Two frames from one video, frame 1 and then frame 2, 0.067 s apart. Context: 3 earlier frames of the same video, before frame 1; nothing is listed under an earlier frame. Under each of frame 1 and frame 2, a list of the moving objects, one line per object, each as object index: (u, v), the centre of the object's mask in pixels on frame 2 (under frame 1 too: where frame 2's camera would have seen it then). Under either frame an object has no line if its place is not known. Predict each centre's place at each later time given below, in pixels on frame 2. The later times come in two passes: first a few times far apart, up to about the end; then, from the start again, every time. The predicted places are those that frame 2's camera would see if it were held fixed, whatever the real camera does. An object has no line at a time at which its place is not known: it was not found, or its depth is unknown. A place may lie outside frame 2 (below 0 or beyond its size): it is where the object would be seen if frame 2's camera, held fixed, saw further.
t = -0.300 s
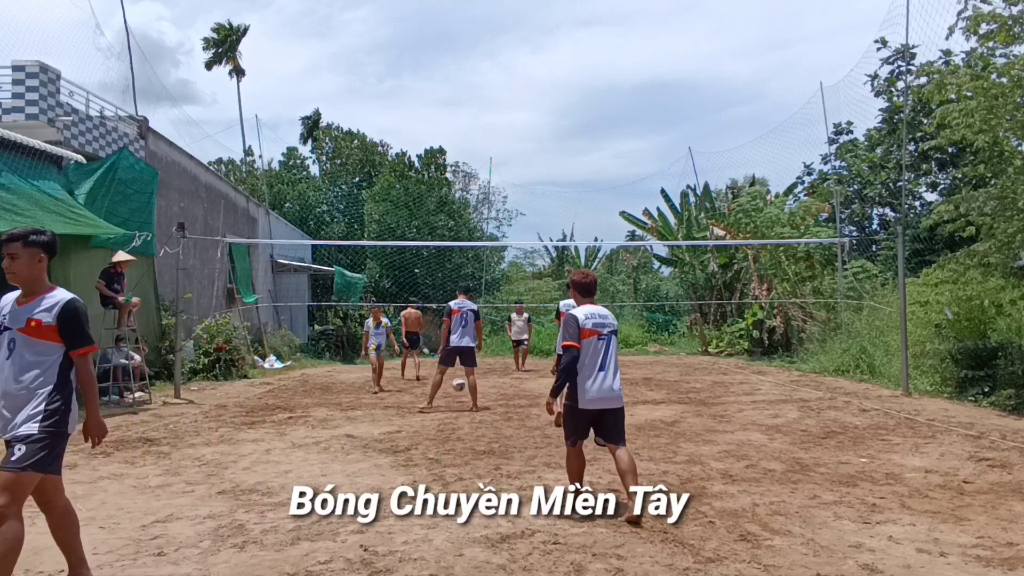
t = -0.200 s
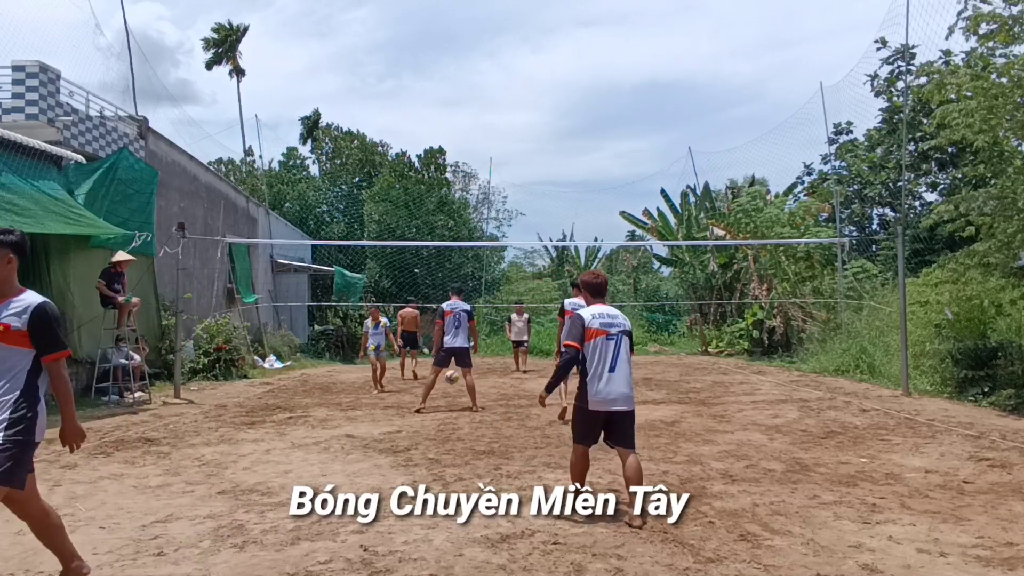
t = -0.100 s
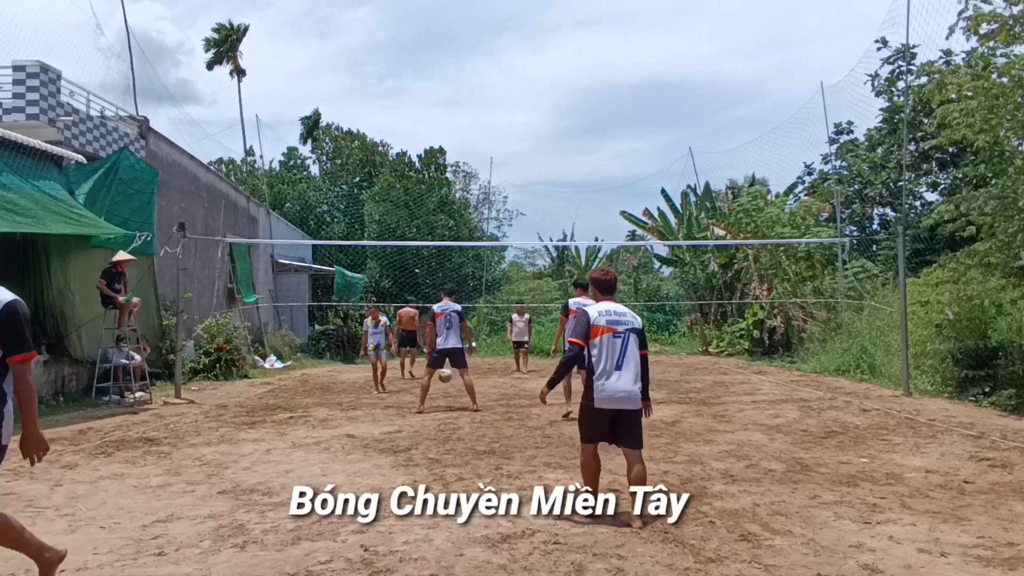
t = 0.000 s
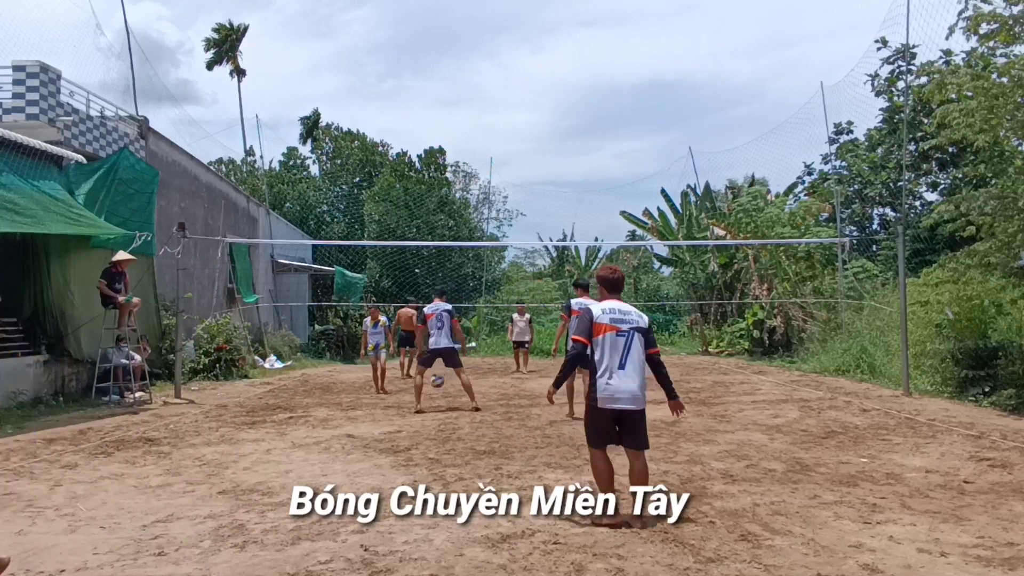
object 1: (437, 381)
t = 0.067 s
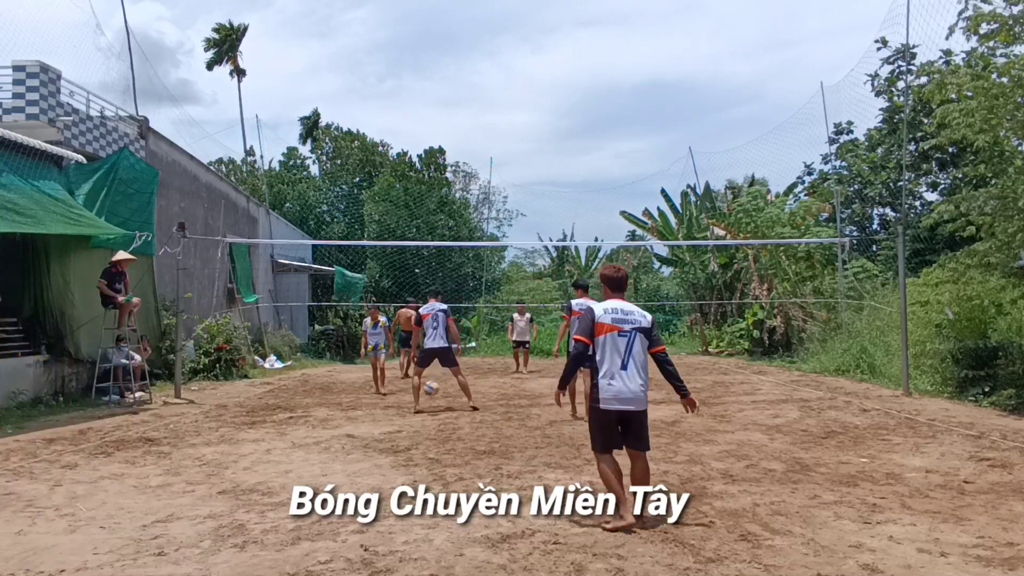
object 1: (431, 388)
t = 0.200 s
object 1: (419, 413)
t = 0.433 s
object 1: (392, 401)
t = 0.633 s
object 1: (364, 431)
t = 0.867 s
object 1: (330, 430)
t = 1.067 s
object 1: (293, 464)
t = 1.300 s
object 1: (235, 482)
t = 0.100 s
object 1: (428, 393)
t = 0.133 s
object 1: (426, 399)
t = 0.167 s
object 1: (422, 406)
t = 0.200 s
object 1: (419, 413)
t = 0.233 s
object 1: (415, 409)
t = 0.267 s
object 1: (412, 405)
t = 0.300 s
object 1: (408, 402)
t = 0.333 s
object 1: (404, 401)
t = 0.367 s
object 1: (400, 400)
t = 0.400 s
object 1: (396, 400)
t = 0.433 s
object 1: (392, 401)
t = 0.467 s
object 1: (388, 403)
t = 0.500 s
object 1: (383, 407)
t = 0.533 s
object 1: (379, 411)
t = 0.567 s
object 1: (374, 416)
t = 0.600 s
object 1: (369, 422)
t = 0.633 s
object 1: (364, 431)
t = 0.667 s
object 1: (359, 439)
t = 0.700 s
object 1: (354, 435)
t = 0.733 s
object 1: (349, 431)
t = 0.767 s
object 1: (345, 429)
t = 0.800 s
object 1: (340, 429)
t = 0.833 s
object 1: (335, 428)
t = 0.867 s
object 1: (330, 430)
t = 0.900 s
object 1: (324, 431)
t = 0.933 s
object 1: (318, 435)
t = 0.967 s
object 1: (312, 441)
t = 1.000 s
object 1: (306, 447)
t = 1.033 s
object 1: (300, 455)
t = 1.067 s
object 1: (293, 464)
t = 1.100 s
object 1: (286, 467)
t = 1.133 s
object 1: (279, 466)
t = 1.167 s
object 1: (271, 466)
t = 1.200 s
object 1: (262, 467)
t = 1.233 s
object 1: (254, 470)
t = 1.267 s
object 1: (244, 475)
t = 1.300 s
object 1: (235, 482)
